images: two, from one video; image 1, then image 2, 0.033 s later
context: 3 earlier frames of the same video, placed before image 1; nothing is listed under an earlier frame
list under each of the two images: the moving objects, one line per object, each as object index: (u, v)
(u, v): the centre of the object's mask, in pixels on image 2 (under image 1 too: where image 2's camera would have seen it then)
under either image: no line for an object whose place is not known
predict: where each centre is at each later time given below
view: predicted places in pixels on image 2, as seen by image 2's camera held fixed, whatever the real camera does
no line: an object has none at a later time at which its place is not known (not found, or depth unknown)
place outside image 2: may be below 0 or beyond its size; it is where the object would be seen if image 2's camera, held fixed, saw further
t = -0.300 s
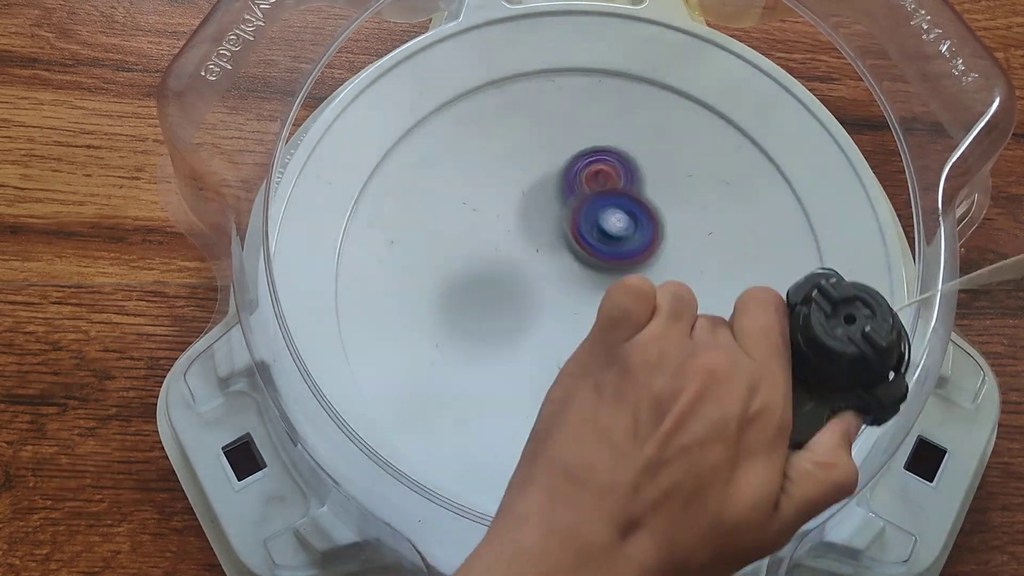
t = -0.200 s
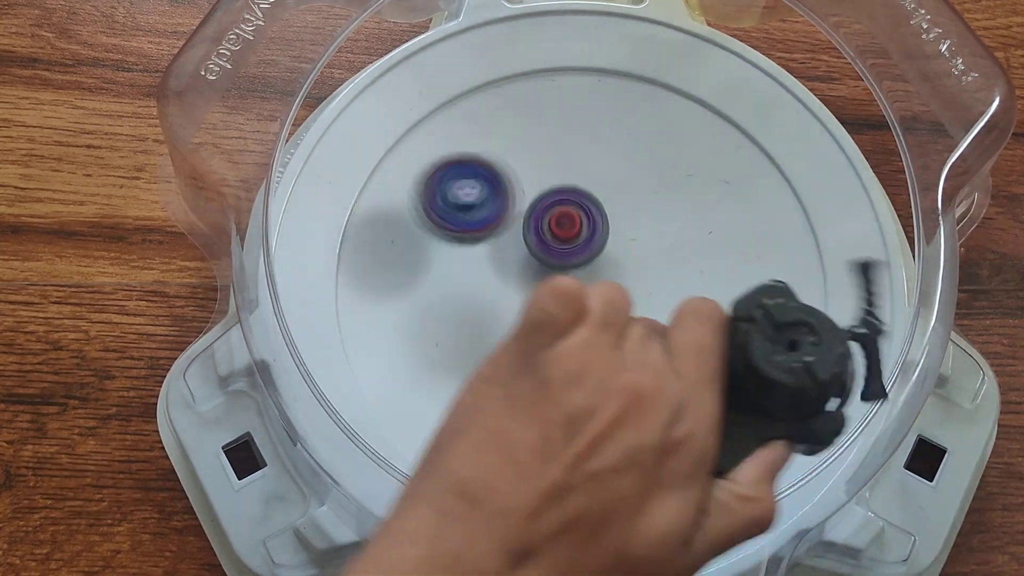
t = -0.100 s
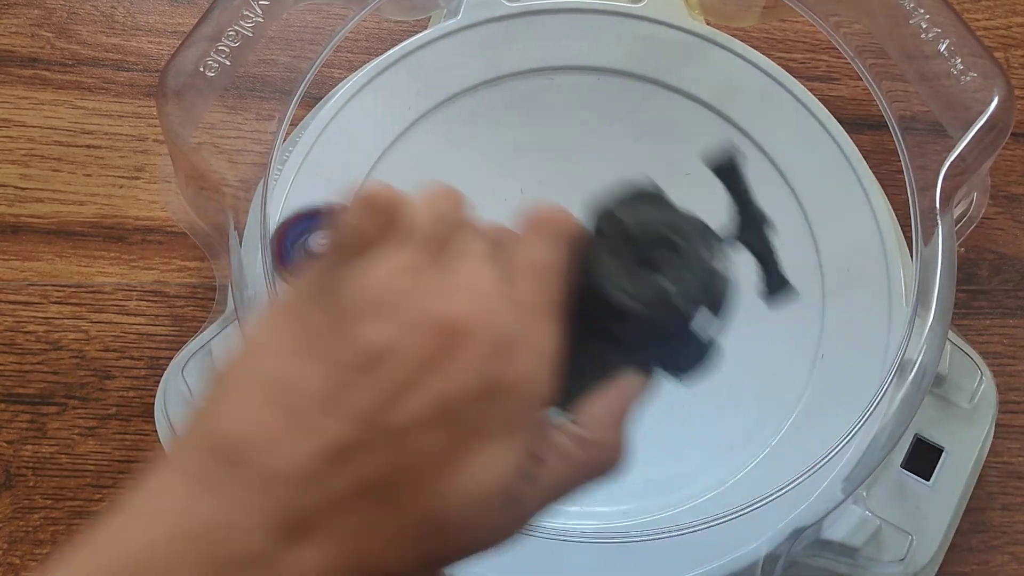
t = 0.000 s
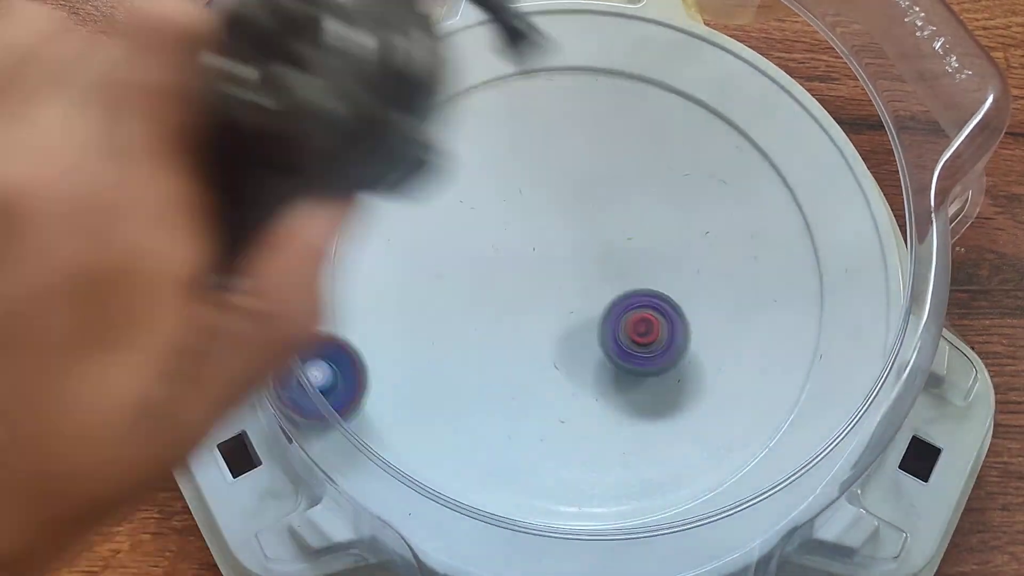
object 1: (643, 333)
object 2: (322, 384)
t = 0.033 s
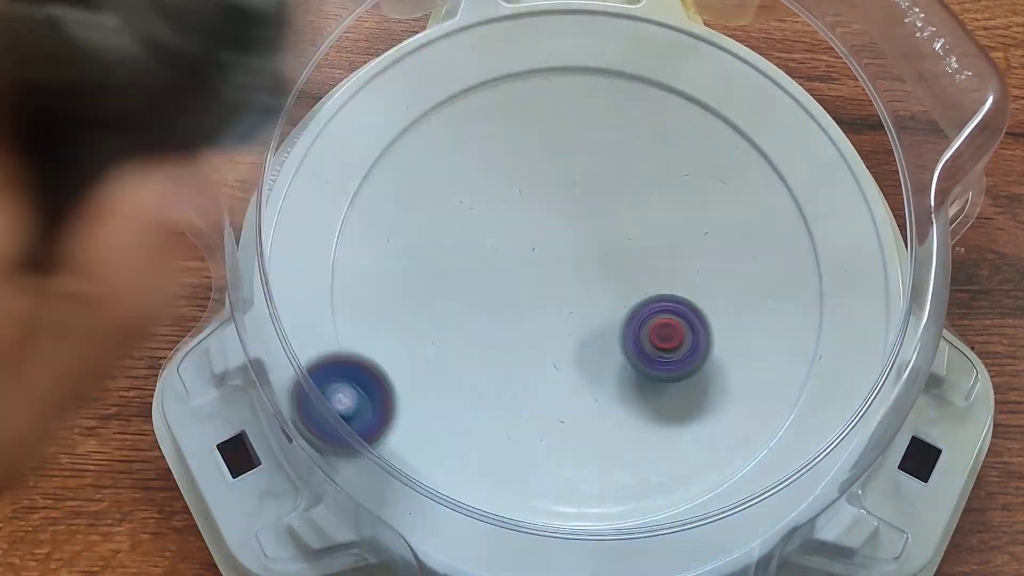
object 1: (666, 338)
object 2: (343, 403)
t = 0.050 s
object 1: (677, 339)
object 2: (357, 419)
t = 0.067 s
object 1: (688, 338)
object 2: (373, 436)
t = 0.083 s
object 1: (699, 336)
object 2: (390, 455)
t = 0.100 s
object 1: (709, 333)
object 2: (408, 473)
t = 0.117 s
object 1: (719, 328)
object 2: (429, 473)
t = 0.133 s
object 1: (729, 323)
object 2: (455, 462)
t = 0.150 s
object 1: (738, 316)
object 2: (477, 463)
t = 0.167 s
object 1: (745, 308)
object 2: (498, 464)
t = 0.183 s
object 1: (751, 299)
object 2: (521, 463)
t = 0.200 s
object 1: (755, 289)
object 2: (544, 463)
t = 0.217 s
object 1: (757, 279)
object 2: (568, 446)
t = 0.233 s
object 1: (757, 269)
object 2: (590, 430)
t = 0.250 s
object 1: (756, 259)
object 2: (610, 414)
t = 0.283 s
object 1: (748, 238)
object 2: (640, 375)
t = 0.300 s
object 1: (743, 229)
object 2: (652, 353)
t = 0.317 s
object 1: (735, 221)
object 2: (658, 330)
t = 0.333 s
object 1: (726, 214)
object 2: (660, 304)
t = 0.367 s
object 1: (722, 186)
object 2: (642, 267)
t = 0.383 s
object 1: (725, 165)
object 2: (624, 251)
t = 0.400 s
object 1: (728, 145)
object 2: (607, 235)
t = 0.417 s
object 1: (727, 128)
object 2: (589, 217)
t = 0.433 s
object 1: (724, 112)
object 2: (570, 200)
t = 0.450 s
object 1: (714, 101)
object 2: (550, 184)
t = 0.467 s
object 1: (700, 96)
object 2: (529, 171)
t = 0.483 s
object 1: (684, 93)
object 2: (507, 160)
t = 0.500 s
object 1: (668, 89)
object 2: (484, 151)
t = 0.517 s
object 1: (651, 86)
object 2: (460, 145)
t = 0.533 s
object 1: (634, 85)
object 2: (436, 142)
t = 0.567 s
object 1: (602, 88)
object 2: (387, 147)
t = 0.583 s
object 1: (586, 92)
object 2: (372, 164)
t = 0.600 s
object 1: (570, 98)
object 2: (362, 189)
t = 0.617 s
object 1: (554, 104)
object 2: (353, 216)
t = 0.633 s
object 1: (539, 112)
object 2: (343, 246)
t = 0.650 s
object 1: (525, 122)
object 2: (342, 275)
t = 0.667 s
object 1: (512, 132)
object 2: (343, 302)
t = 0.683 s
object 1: (499, 144)
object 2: (348, 332)
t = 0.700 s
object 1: (487, 159)
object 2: (365, 364)
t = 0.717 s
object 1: (476, 174)
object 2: (384, 390)
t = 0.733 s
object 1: (467, 189)
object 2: (406, 412)
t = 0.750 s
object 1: (461, 206)
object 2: (431, 430)
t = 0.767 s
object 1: (455, 224)
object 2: (457, 443)
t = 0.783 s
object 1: (451, 242)
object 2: (485, 453)
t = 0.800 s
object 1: (449, 260)
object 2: (515, 456)
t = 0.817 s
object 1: (449, 278)
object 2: (545, 456)
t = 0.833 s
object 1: (451, 297)
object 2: (575, 450)
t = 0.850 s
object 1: (454, 314)
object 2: (603, 442)
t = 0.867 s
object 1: (459, 330)
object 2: (630, 425)
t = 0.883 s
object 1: (466, 348)
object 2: (655, 406)
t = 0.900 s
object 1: (475, 366)
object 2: (676, 383)
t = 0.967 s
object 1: (527, 424)
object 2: (716, 271)
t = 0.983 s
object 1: (544, 435)
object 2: (715, 242)
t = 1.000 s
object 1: (561, 444)
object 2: (711, 212)
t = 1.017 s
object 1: (579, 452)
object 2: (703, 182)
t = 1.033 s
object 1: (599, 458)
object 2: (691, 154)
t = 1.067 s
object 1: (638, 464)
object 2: (658, 103)
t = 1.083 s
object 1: (657, 464)
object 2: (637, 80)
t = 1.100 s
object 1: (676, 464)
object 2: (613, 60)
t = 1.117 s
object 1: (695, 461)
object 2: (581, 57)
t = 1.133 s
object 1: (712, 456)
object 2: (547, 60)
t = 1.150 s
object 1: (730, 449)
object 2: (515, 63)
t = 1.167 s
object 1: (746, 441)
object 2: (482, 75)
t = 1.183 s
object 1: (761, 431)
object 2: (451, 88)
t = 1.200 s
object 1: (773, 419)
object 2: (424, 109)
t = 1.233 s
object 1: (789, 390)
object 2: (374, 165)
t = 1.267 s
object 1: (803, 359)
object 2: (346, 235)
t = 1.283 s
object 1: (807, 345)
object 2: (341, 272)
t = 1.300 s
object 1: (809, 330)
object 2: (343, 308)
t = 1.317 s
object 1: (810, 315)
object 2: (354, 345)
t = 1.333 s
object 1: (810, 299)
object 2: (368, 377)
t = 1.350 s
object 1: (807, 284)
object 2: (389, 407)
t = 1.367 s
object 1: (802, 269)
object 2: (414, 430)
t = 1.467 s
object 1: (743, 192)
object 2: (605, 484)
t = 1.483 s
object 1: (729, 182)
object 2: (637, 476)
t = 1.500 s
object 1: (714, 173)
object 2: (670, 461)
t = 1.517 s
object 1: (698, 166)
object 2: (700, 443)
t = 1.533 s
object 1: (680, 158)
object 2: (727, 420)
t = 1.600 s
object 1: (607, 148)
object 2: (810, 316)
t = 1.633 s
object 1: (571, 152)
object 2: (828, 257)
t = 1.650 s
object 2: (822, 225)
